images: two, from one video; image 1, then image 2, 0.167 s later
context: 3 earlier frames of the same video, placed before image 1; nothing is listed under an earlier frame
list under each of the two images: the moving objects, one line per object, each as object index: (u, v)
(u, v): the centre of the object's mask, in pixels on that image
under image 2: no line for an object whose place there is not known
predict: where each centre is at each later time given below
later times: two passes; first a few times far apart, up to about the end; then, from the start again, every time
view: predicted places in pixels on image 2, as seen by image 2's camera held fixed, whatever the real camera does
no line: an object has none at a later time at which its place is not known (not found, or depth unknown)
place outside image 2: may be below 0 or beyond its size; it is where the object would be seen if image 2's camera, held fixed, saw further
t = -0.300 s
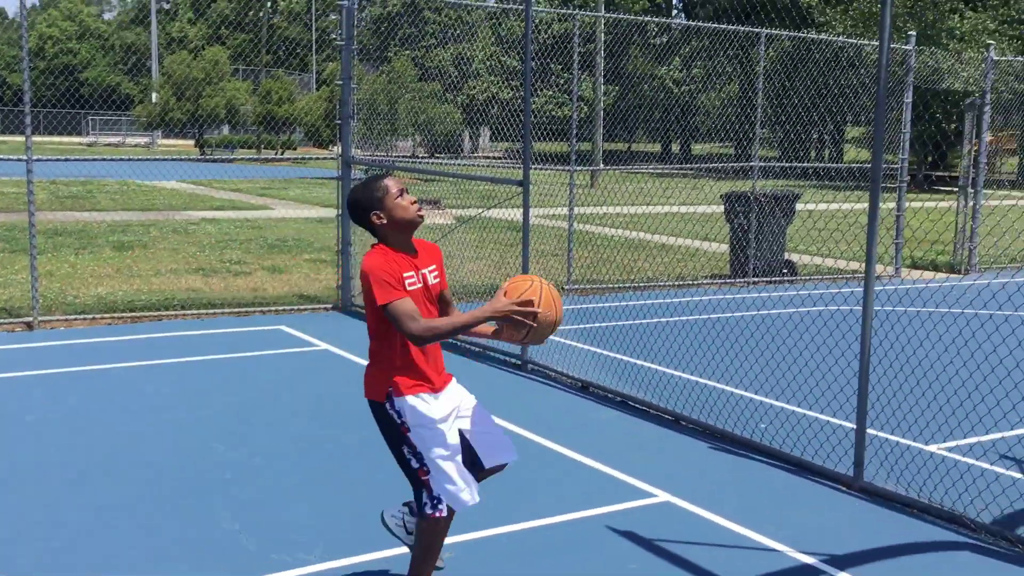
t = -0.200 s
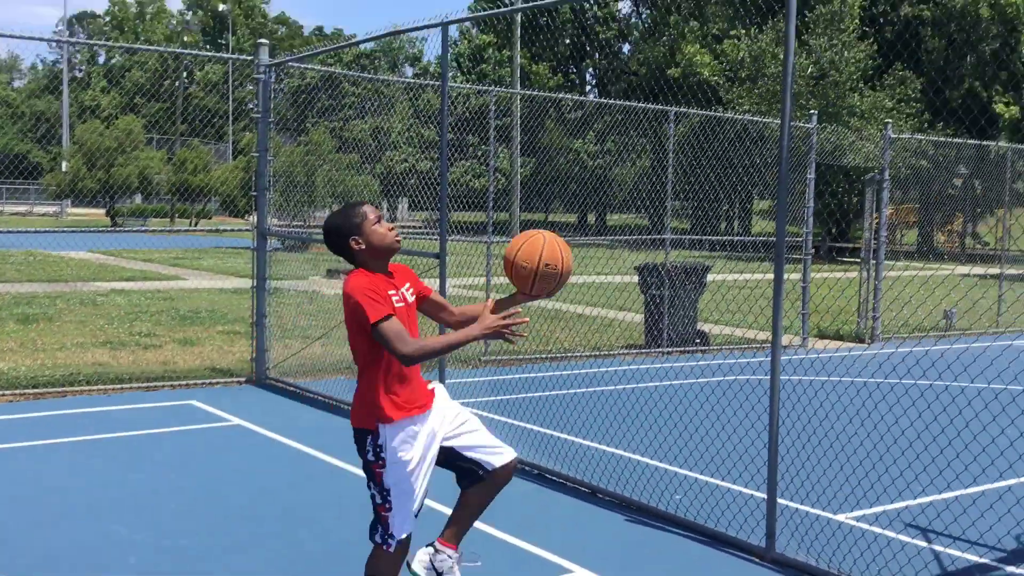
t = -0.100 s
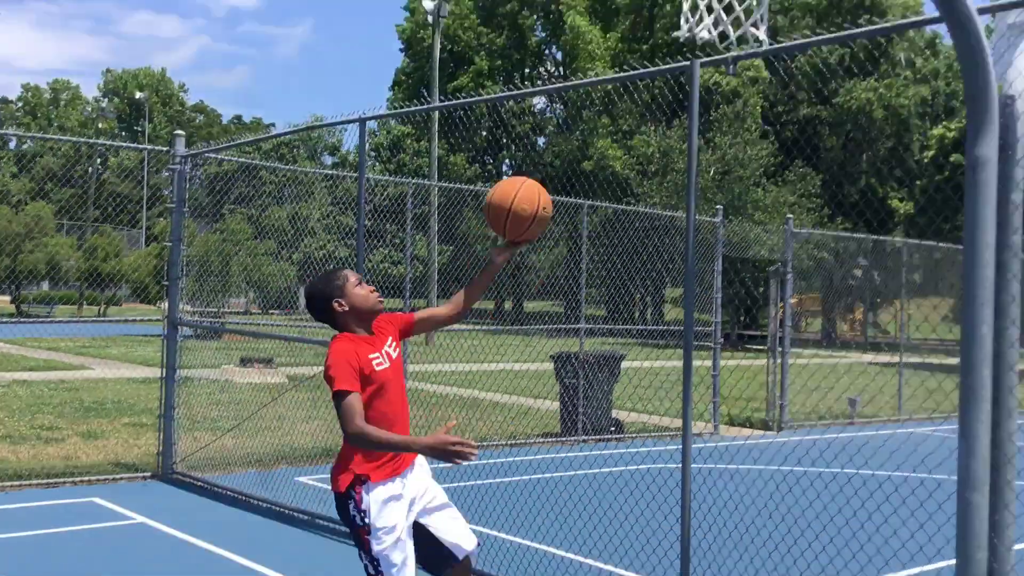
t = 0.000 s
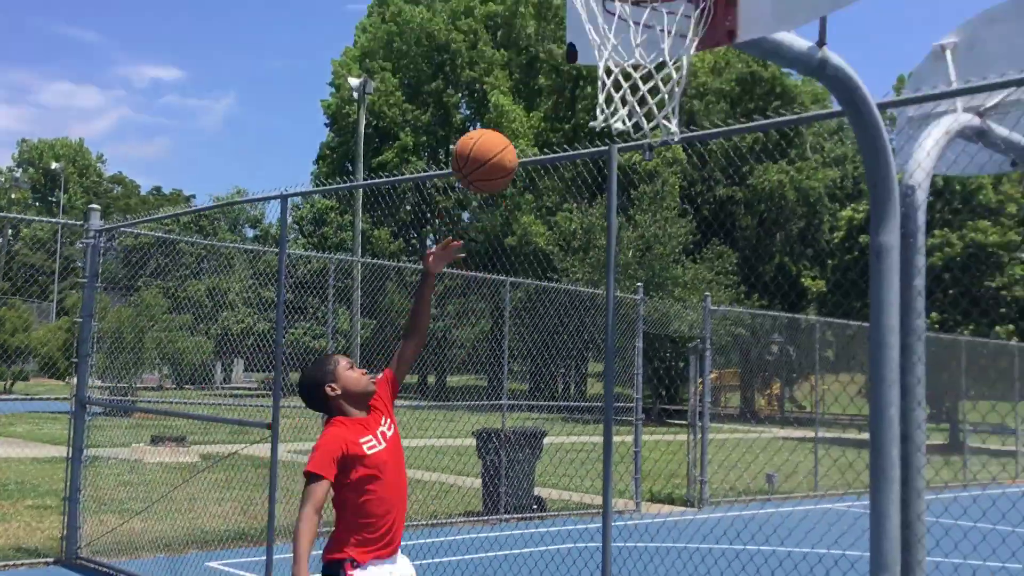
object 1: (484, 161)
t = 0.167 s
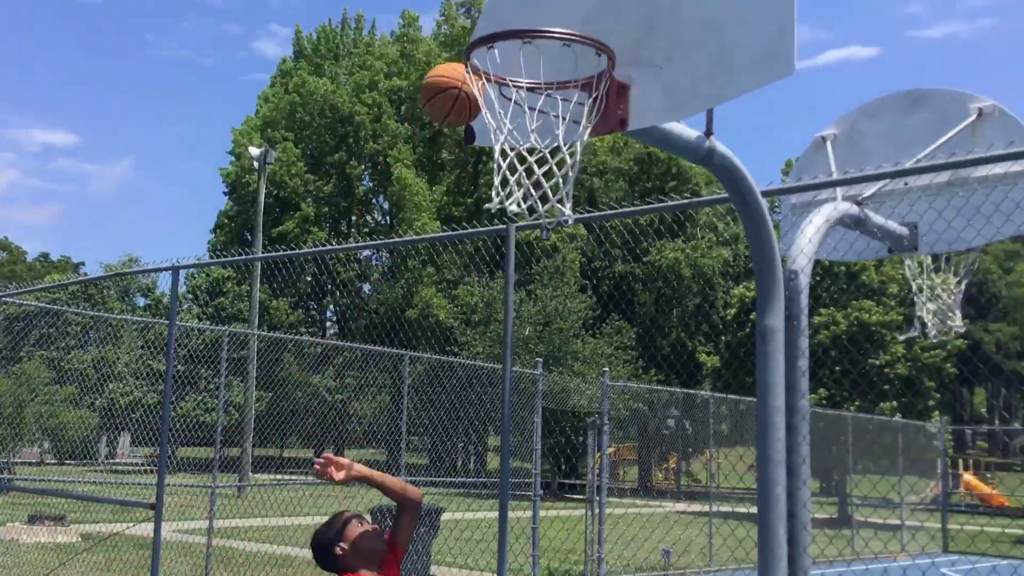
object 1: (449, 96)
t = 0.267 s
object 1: (493, 45)
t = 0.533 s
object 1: (512, 6)
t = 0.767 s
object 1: (511, 140)
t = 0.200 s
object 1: (466, 75)
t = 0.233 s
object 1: (480, 59)
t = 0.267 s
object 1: (493, 45)
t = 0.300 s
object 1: (507, 30)
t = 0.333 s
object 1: (509, 18)
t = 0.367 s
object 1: (510, 7)
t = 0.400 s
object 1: (511, 2)
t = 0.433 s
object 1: (513, 1)
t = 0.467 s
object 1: (513, 2)
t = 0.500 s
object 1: (513, 3)
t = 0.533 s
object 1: (512, 6)
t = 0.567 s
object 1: (513, 16)
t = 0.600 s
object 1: (512, 29)
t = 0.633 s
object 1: (511, 50)
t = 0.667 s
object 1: (511, 71)
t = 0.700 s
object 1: (511, 91)
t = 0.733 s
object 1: (510, 116)
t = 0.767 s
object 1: (511, 140)
